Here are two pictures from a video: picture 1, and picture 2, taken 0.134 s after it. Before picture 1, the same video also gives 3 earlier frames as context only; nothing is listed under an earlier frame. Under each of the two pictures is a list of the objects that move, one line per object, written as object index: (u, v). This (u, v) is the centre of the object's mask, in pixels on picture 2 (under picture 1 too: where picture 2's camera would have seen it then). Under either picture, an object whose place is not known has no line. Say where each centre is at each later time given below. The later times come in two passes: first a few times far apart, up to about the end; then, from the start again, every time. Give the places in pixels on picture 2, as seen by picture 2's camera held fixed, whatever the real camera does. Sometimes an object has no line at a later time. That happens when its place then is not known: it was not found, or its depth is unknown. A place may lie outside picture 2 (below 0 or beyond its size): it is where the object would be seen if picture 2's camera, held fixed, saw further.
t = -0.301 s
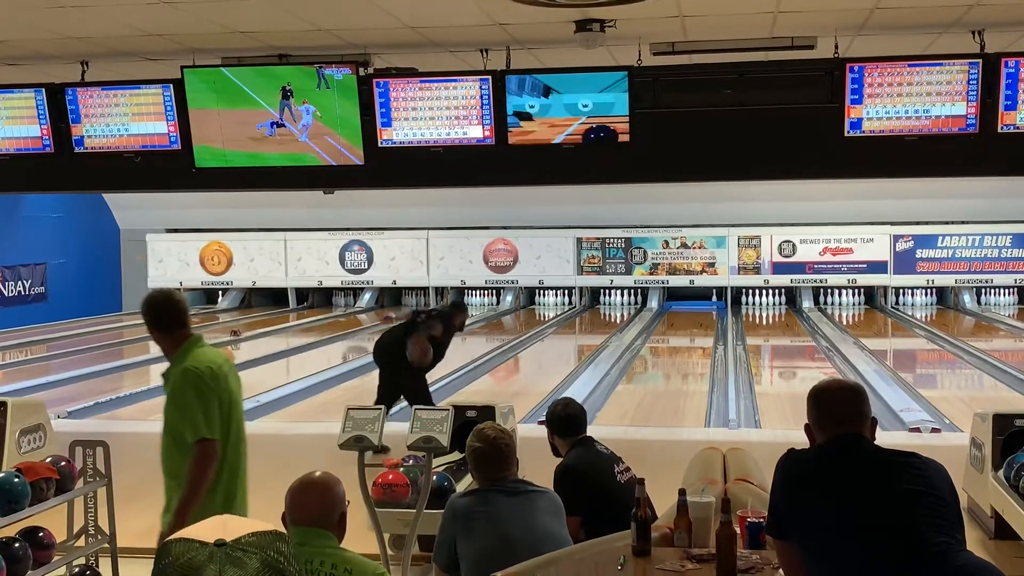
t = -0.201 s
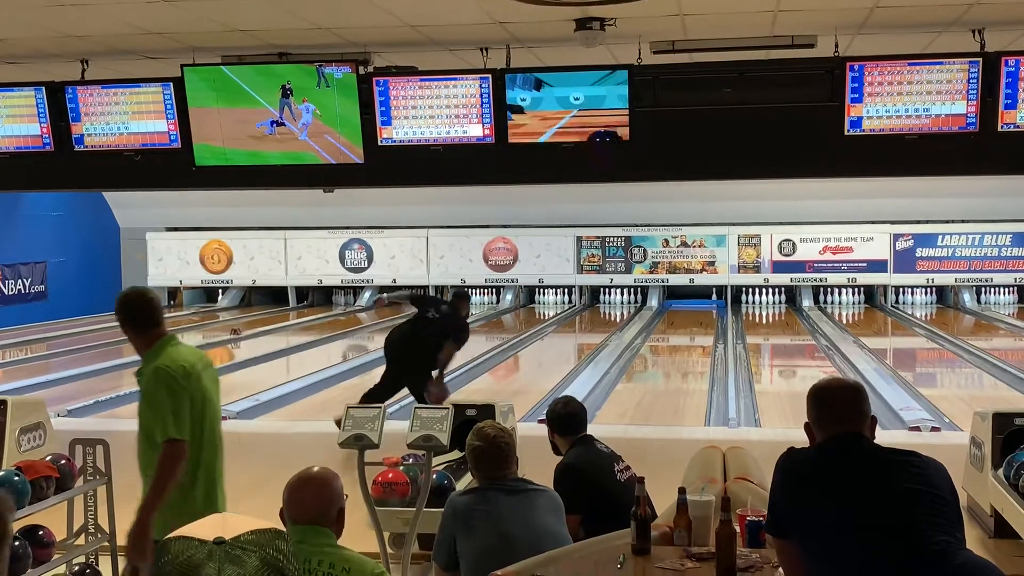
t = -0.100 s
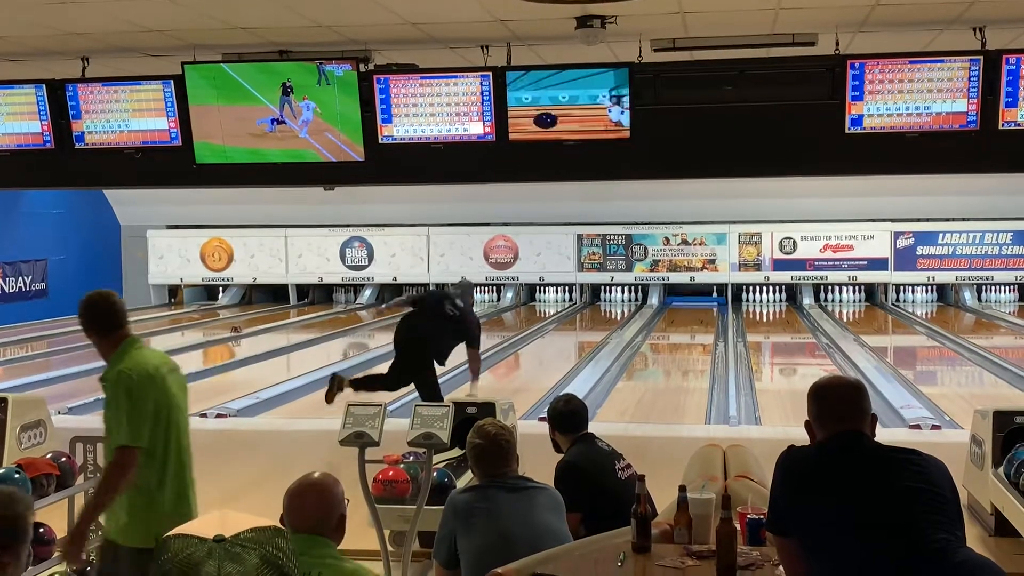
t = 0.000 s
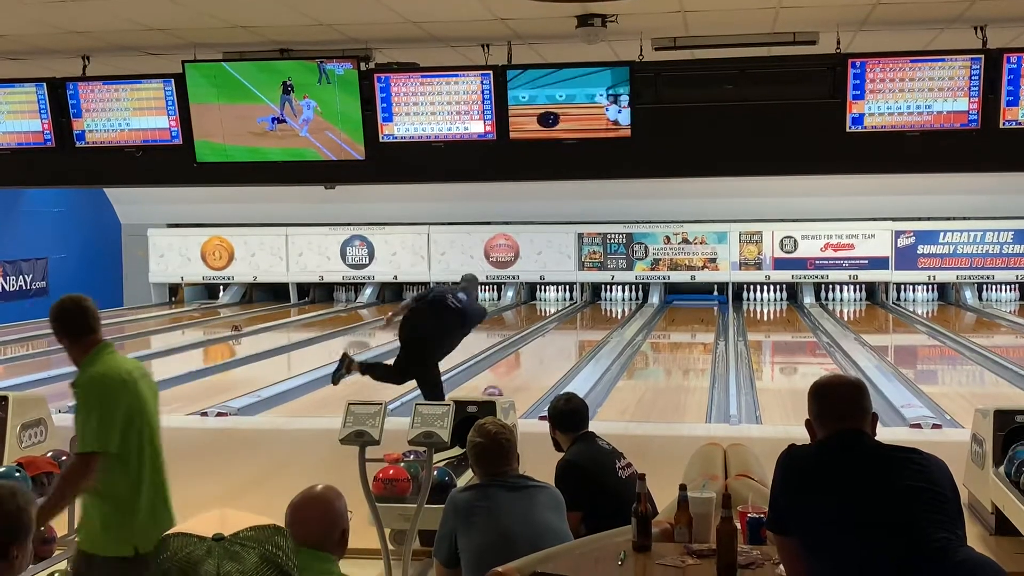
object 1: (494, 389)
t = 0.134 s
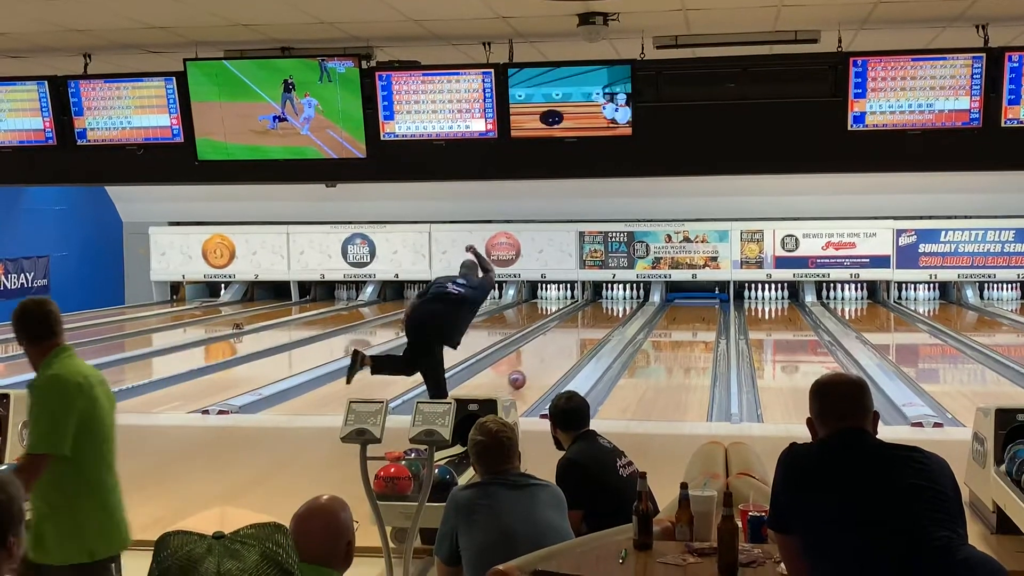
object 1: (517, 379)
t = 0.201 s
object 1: (527, 373)
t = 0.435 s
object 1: (556, 354)
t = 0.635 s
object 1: (576, 341)
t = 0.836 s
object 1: (591, 331)
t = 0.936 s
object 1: (598, 327)
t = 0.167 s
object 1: (522, 376)
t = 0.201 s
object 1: (527, 373)
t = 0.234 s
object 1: (532, 370)
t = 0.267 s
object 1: (536, 367)
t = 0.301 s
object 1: (540, 364)
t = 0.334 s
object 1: (544, 362)
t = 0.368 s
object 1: (548, 359)
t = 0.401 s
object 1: (553, 356)
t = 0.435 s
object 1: (556, 354)
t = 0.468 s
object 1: (560, 352)
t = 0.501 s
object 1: (563, 349)
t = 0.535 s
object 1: (566, 348)
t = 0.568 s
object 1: (570, 345)
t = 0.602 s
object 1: (573, 343)
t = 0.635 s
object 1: (576, 341)
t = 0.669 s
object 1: (578, 339)
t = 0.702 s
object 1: (581, 338)
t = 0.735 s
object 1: (583, 336)
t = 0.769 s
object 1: (586, 334)
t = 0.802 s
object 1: (589, 333)
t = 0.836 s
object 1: (591, 331)
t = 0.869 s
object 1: (593, 330)
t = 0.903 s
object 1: (595, 329)
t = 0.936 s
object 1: (598, 327)
